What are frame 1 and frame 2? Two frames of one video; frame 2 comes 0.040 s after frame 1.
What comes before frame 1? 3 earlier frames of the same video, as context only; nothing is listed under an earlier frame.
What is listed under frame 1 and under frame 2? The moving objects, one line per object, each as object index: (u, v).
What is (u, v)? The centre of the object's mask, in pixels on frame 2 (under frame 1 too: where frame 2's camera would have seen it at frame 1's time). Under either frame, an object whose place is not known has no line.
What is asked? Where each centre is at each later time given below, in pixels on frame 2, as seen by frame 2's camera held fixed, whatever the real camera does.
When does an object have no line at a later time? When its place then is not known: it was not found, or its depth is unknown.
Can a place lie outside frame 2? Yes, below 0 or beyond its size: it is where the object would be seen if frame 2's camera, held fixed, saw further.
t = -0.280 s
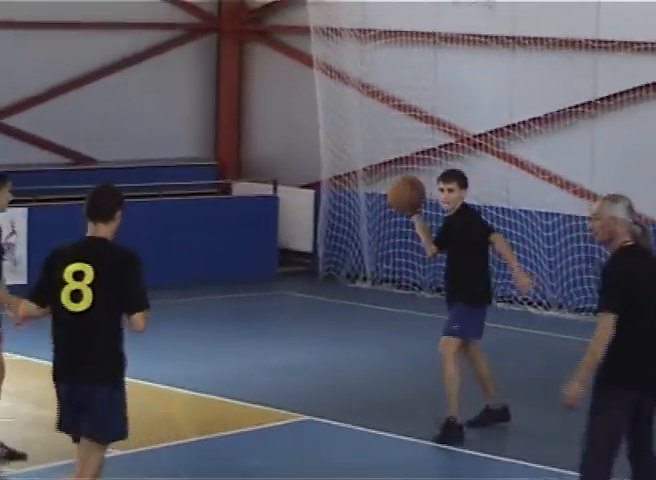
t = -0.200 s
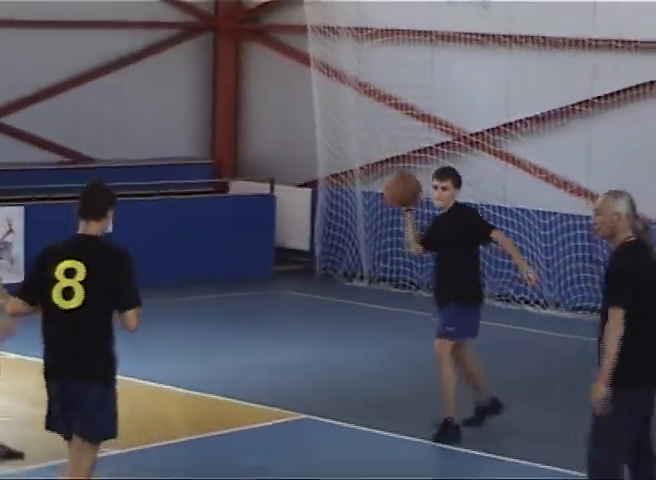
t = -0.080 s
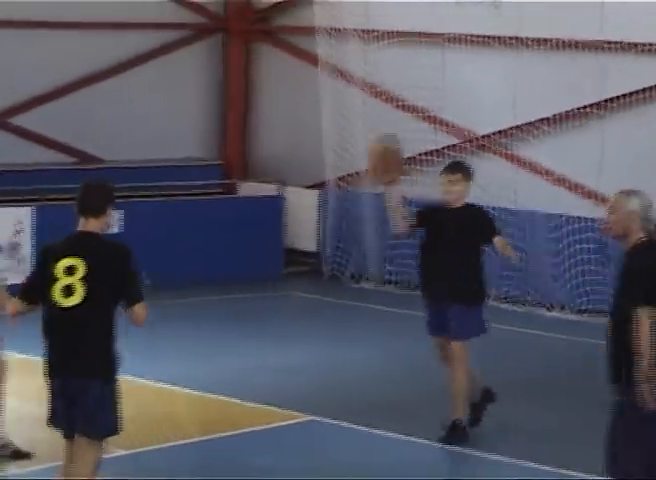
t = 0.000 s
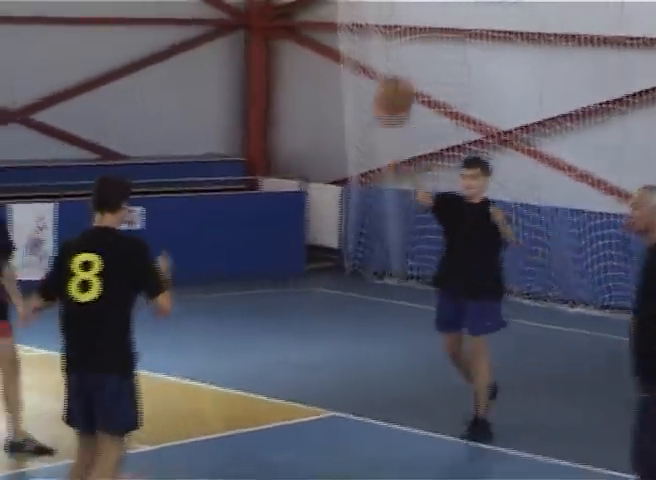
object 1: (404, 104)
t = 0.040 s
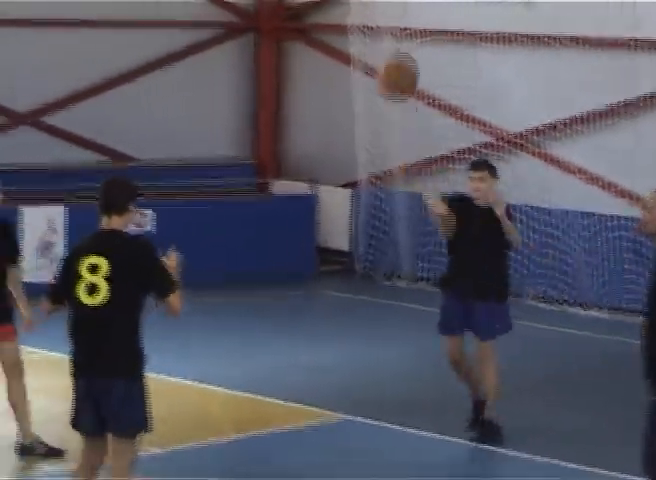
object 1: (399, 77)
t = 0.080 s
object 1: (393, 54)
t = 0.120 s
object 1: (388, 31)
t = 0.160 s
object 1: (381, 9)
